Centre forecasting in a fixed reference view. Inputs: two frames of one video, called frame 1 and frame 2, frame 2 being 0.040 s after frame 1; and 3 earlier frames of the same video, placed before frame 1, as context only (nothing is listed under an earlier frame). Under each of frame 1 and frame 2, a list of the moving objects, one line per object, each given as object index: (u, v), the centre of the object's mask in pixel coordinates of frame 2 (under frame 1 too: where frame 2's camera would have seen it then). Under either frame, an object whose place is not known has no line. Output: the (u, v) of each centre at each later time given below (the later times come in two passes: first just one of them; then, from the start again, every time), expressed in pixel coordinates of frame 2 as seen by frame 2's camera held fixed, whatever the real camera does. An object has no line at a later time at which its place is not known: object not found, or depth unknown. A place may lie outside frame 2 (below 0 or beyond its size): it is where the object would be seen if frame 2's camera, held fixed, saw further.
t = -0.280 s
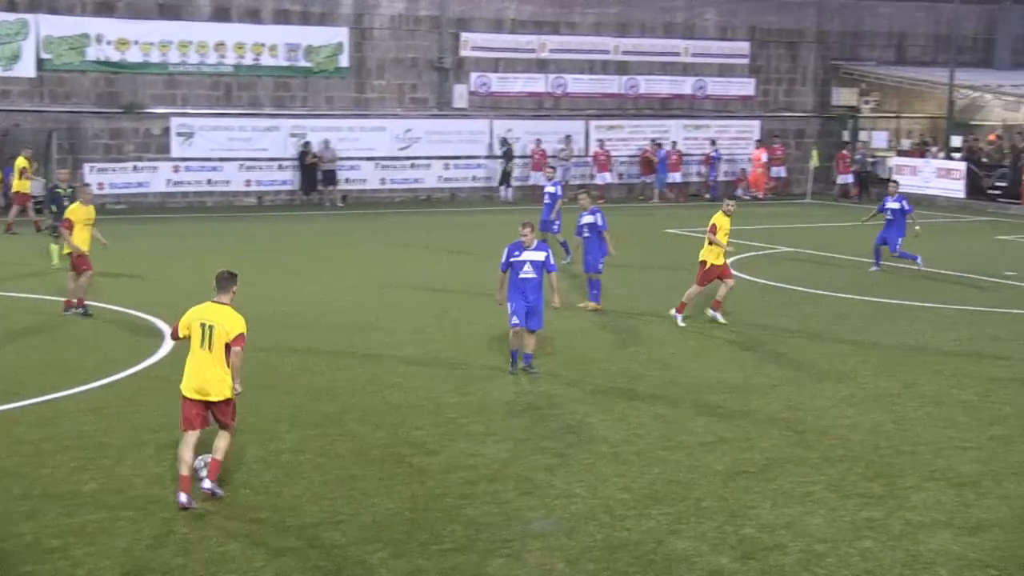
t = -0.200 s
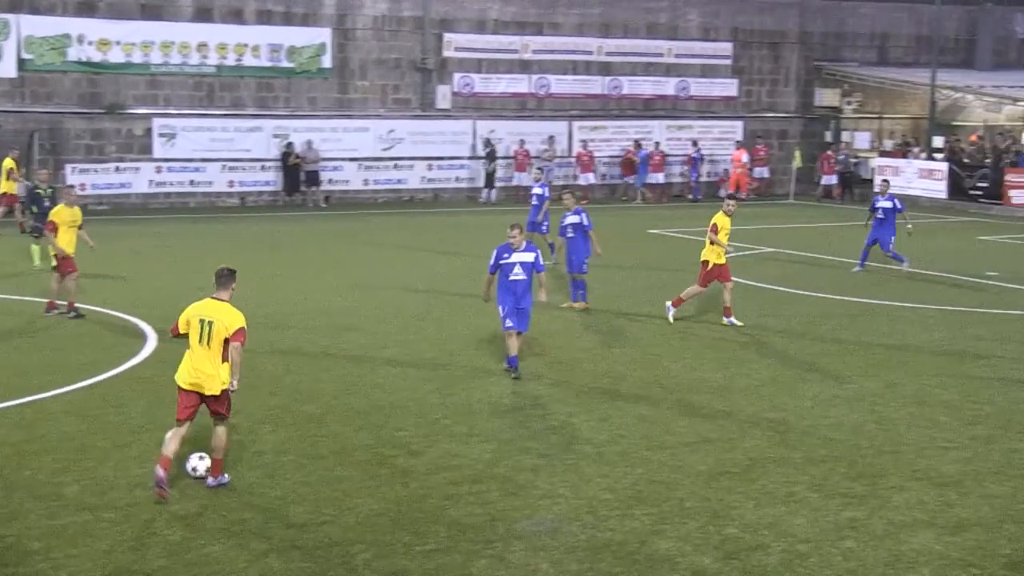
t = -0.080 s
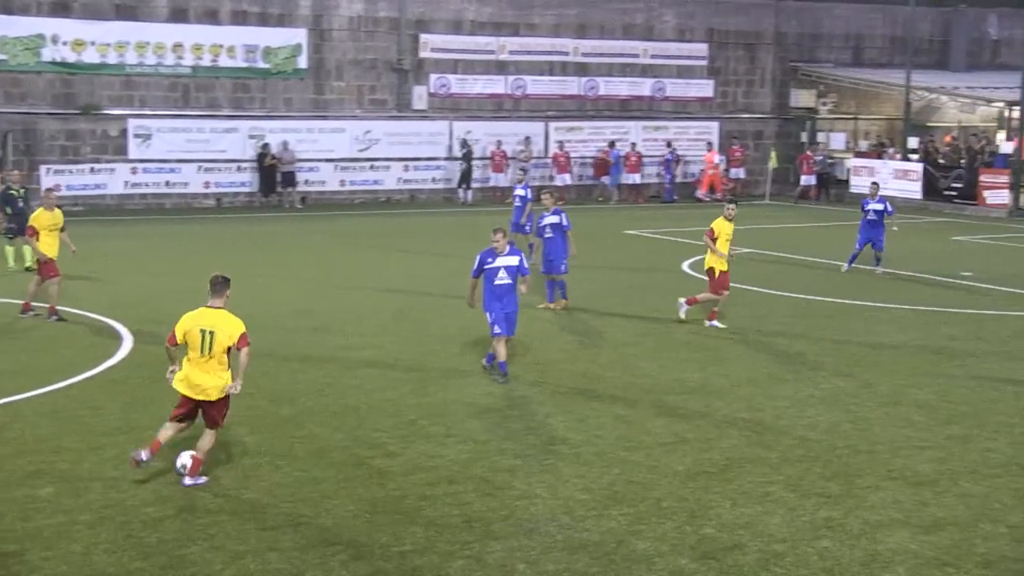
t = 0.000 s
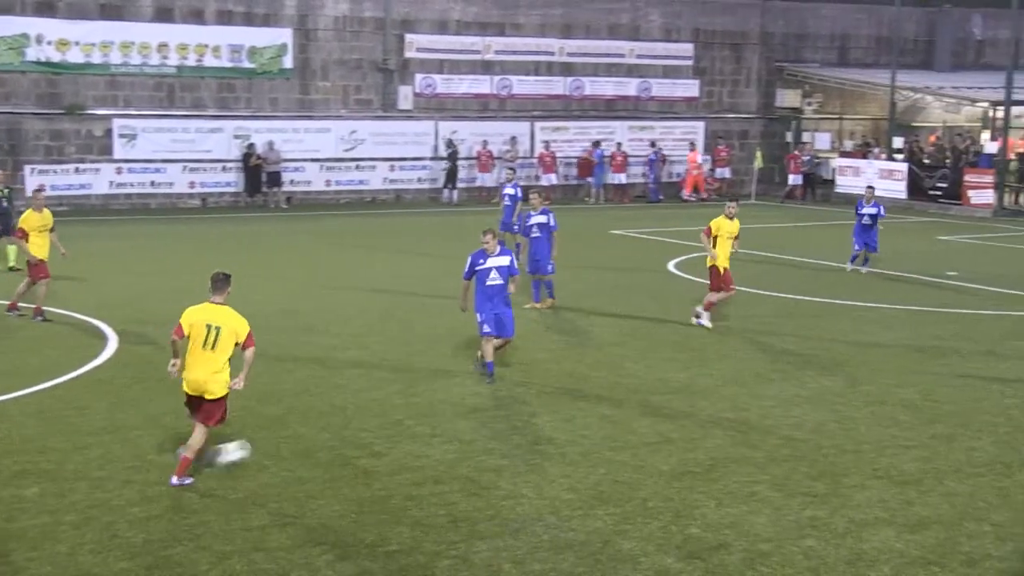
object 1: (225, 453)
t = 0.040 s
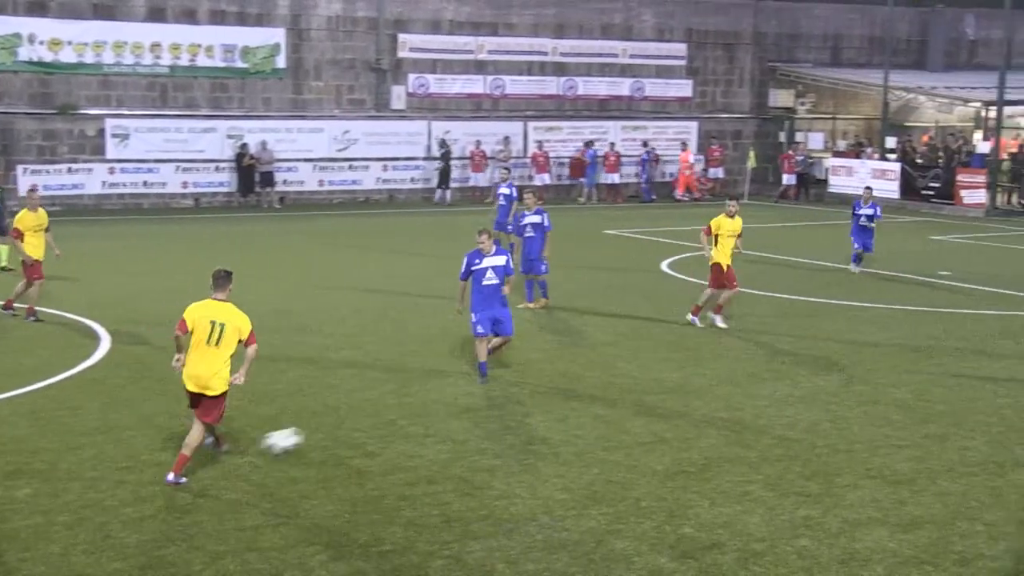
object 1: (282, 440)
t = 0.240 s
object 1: (522, 400)
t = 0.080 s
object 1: (337, 431)
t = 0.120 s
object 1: (389, 422)
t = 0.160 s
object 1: (438, 416)
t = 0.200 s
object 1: (482, 408)
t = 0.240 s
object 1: (522, 400)
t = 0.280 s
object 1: (559, 392)
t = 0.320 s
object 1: (595, 388)
